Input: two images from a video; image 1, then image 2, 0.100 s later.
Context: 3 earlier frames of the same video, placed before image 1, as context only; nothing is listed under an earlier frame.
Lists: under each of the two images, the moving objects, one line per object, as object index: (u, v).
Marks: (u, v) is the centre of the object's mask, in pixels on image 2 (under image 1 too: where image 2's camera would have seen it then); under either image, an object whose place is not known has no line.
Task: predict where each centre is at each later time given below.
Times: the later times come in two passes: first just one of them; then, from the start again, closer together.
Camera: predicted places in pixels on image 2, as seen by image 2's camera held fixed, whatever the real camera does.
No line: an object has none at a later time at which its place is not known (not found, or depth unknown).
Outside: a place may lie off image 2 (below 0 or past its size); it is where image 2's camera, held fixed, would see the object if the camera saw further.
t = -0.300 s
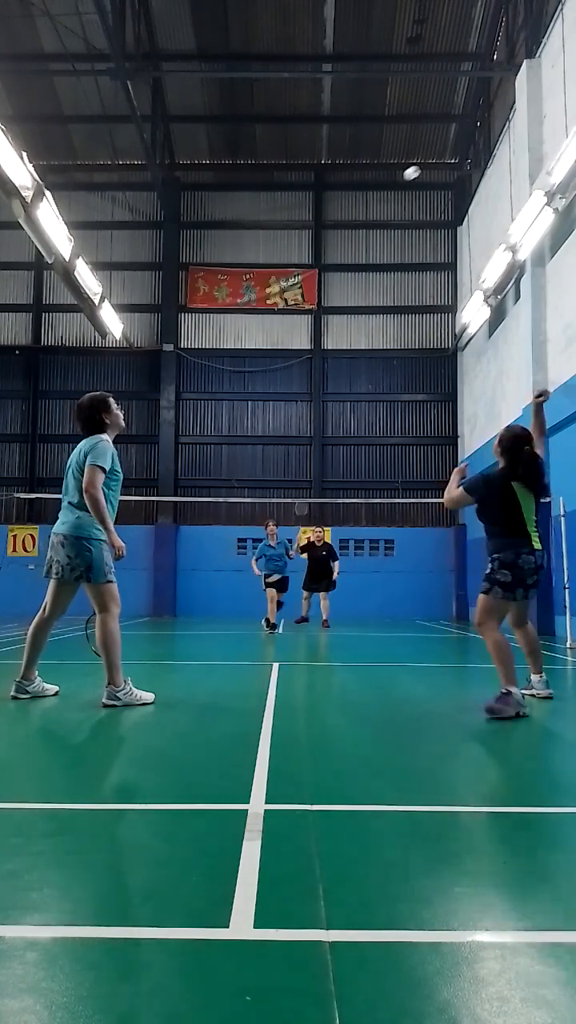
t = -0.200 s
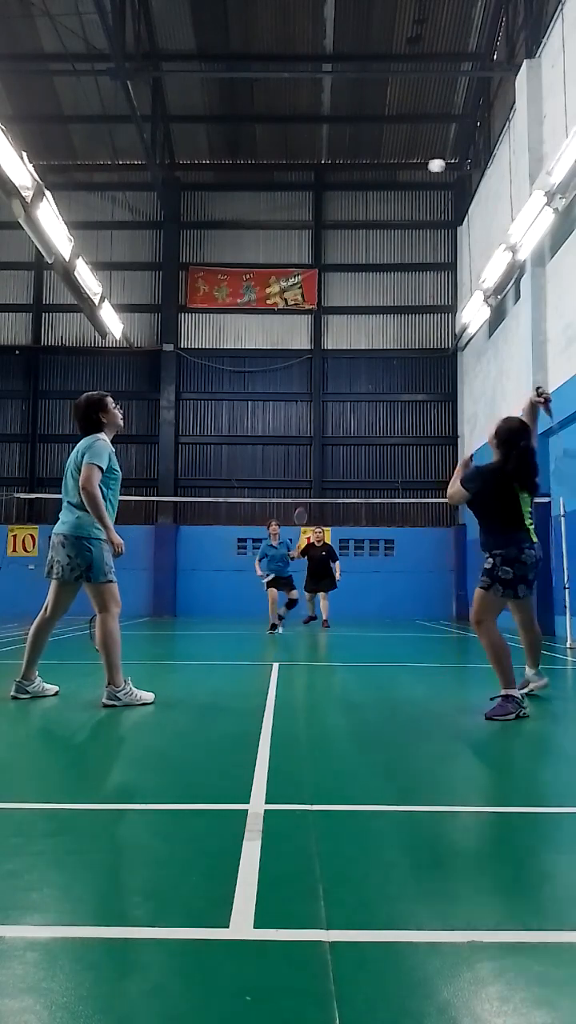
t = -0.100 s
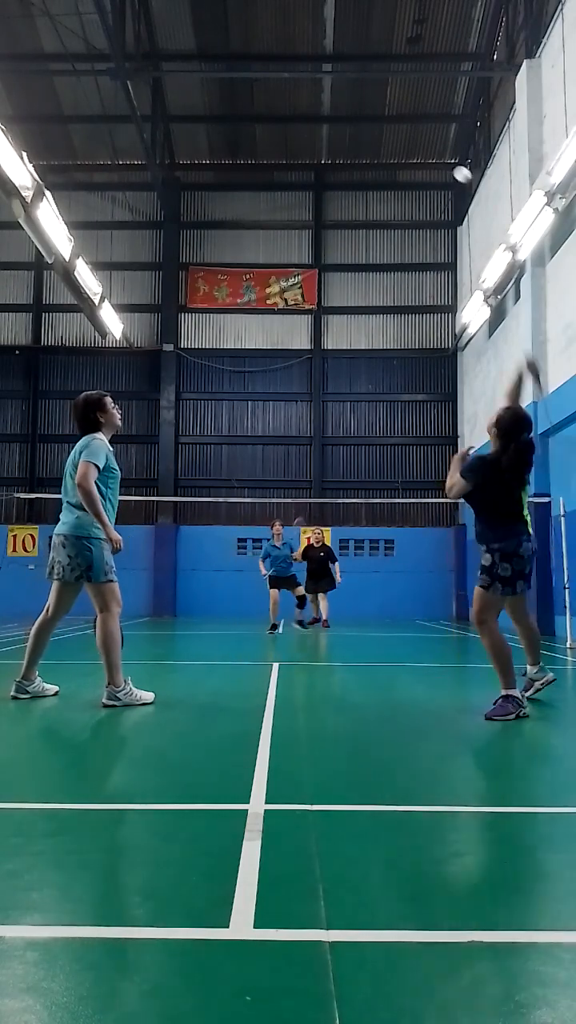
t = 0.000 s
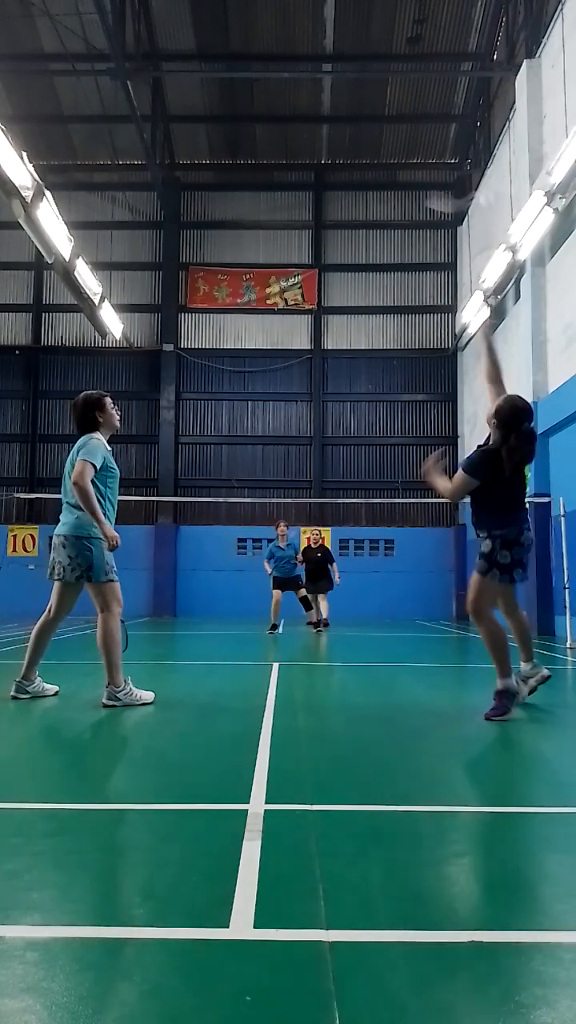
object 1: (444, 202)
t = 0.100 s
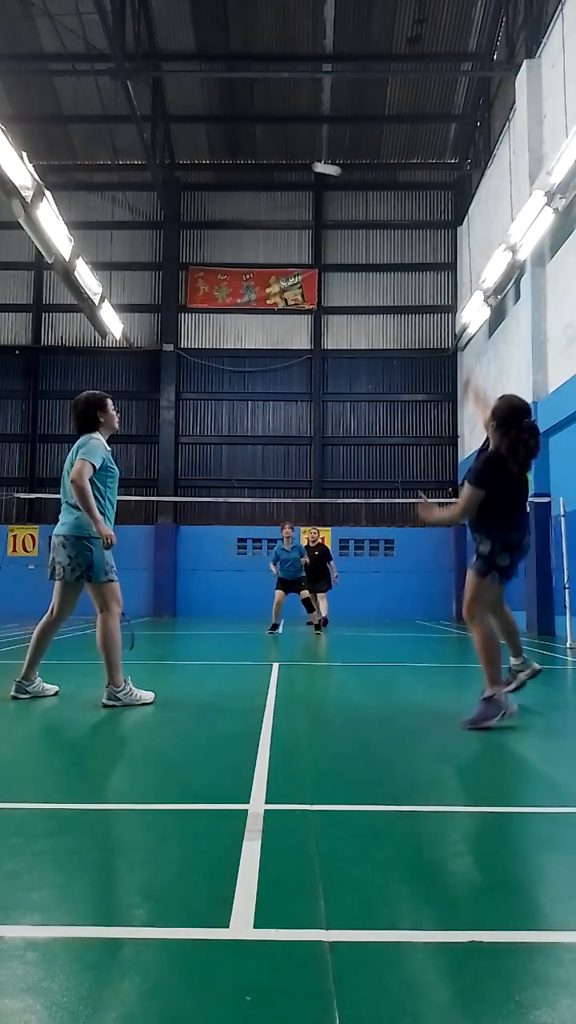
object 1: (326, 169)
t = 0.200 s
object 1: (276, 166)
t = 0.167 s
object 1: (289, 164)
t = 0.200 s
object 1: (276, 166)
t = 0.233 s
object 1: (265, 168)
